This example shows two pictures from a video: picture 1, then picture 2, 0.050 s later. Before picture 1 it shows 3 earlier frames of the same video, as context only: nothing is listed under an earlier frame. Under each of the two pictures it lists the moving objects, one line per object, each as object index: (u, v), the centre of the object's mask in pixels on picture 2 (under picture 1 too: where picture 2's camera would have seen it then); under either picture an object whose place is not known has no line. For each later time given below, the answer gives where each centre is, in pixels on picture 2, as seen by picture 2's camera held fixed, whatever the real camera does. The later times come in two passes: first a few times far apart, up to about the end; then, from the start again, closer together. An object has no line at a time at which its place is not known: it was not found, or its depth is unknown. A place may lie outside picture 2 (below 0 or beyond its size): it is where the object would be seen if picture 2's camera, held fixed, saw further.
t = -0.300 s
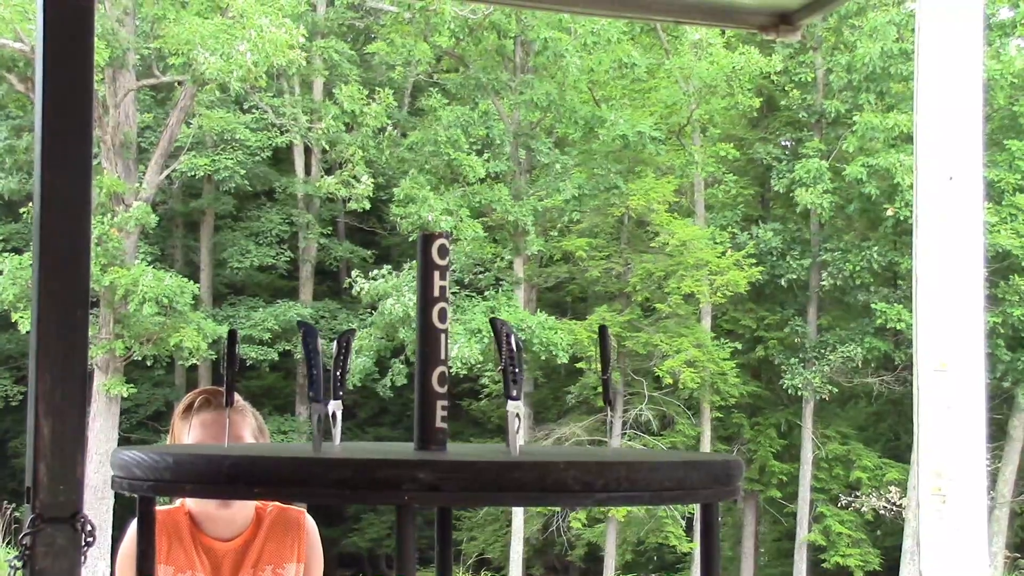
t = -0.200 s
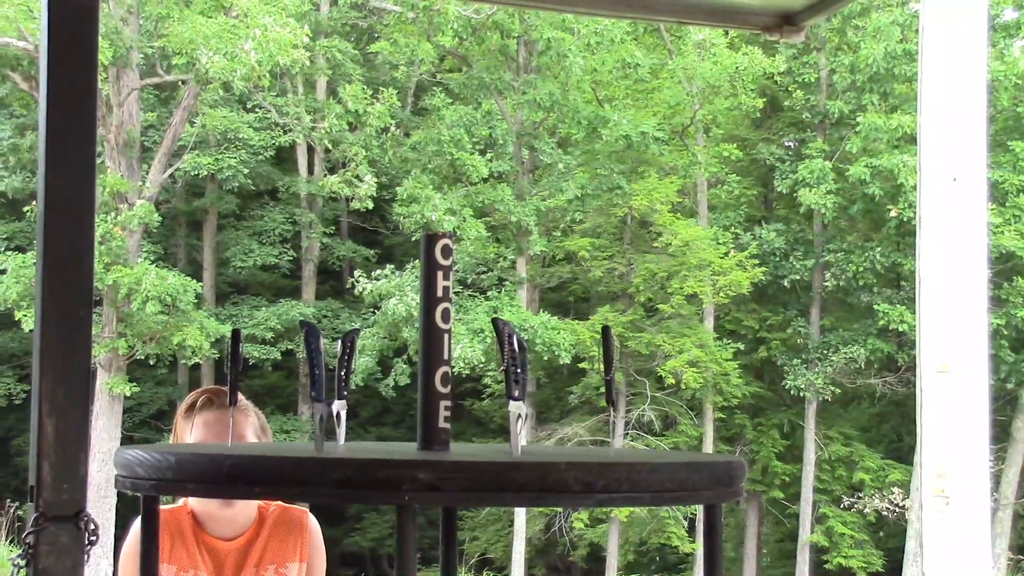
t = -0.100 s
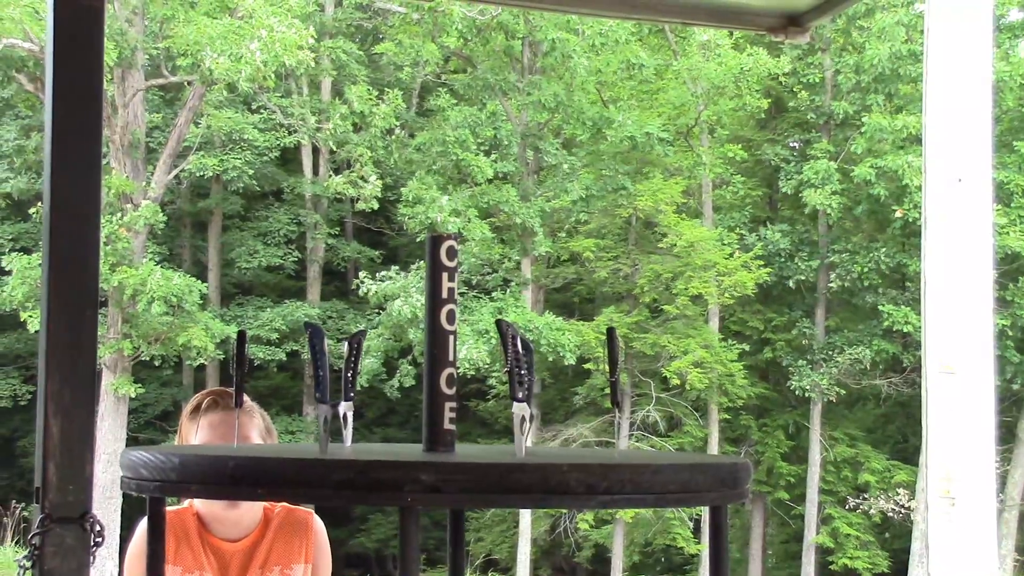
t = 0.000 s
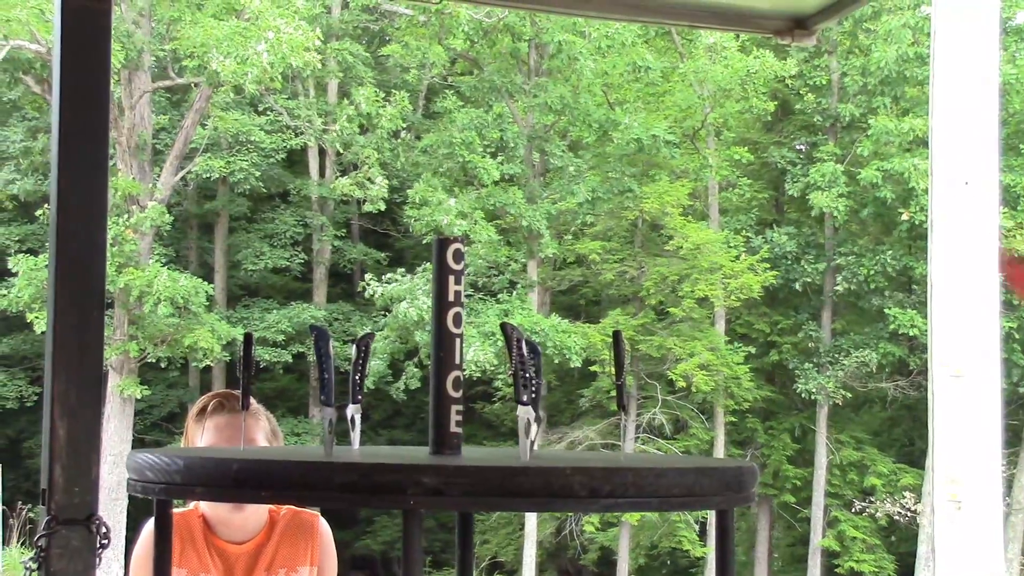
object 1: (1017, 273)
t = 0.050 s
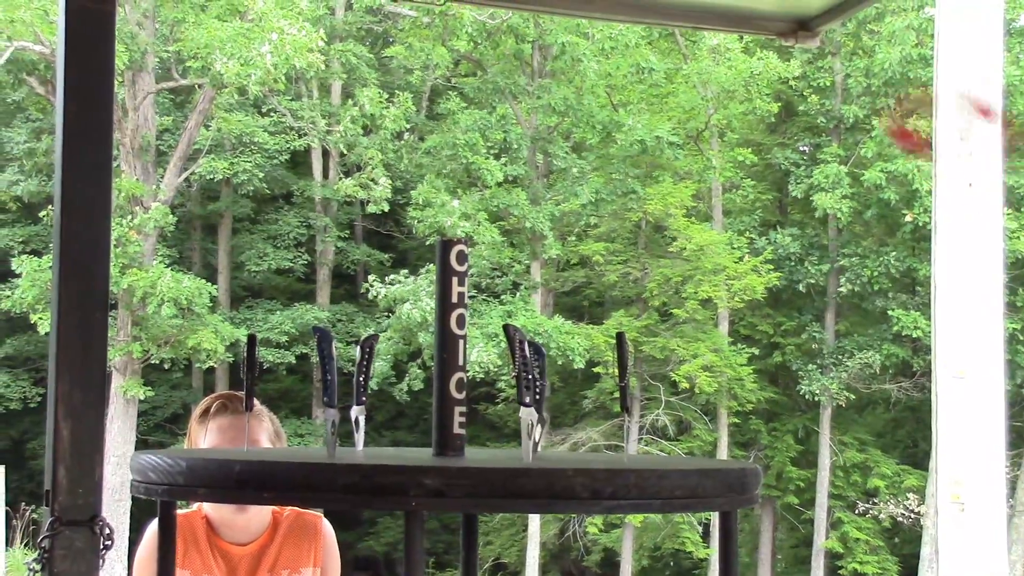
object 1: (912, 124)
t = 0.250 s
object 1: (613, 21)
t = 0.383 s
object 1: (478, 211)
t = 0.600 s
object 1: (560, 371)
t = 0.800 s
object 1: (556, 429)
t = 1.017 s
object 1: (562, 446)
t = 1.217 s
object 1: (557, 446)
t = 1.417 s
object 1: (555, 448)
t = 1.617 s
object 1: (558, 447)
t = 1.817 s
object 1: (564, 448)
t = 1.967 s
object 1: (570, 449)
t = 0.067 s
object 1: (901, 87)
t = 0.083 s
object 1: (874, 60)
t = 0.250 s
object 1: (613, 21)
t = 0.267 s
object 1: (586, 46)
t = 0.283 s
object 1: (572, 57)
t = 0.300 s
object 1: (554, 75)
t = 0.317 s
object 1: (539, 99)
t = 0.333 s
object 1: (522, 125)
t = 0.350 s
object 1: (507, 149)
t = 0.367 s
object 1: (486, 184)
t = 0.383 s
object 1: (478, 211)
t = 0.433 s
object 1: (487, 244)
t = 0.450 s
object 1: (496, 246)
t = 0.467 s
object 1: (499, 259)
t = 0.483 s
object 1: (496, 265)
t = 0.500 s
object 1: (505, 276)
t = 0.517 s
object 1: (513, 288)
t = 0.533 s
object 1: (522, 286)
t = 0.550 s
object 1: (538, 313)
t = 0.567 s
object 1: (545, 350)
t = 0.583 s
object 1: (554, 362)
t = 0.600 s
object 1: (560, 371)
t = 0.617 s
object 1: (568, 382)
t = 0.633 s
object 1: (559, 384)
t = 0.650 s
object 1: (559, 399)
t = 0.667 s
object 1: (548, 414)
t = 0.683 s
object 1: (548, 420)
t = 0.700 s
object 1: (546, 429)
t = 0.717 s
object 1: (549, 432)
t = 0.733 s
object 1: (550, 435)
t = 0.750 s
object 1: (552, 429)
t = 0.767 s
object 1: (553, 427)
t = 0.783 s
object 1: (554, 427)
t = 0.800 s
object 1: (556, 429)
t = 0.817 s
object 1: (556, 429)
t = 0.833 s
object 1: (557, 430)
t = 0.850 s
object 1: (559, 434)
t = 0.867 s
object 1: (560, 440)
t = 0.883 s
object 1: (563, 445)
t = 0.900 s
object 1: (561, 444)
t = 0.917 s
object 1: (562, 441)
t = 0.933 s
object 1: (562, 440)
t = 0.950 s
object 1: (560, 439)
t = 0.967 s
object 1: (559, 439)
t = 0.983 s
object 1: (560, 441)
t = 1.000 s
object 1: (561, 443)
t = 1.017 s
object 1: (562, 446)
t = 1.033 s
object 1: (562, 444)
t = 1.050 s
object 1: (561, 442)
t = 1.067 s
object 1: (559, 441)
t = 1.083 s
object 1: (560, 441)
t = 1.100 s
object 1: (561, 442)
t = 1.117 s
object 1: (562, 445)
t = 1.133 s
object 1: (561, 449)
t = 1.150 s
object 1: (560, 447)
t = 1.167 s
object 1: (557, 445)
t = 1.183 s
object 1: (558, 444)
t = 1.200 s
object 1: (558, 444)
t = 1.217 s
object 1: (557, 446)
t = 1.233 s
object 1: (557, 449)
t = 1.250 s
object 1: (556, 449)
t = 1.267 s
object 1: (557, 448)
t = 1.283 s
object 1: (557, 446)
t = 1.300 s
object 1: (556, 446)
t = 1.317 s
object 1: (556, 447)
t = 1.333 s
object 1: (557, 448)
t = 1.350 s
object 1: (555, 448)
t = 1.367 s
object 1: (557, 446)
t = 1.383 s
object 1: (556, 446)
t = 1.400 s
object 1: (556, 447)
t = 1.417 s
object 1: (555, 448)
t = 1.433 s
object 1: (556, 447)
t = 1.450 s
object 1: (556, 446)
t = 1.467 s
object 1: (556, 447)
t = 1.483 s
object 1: (556, 449)
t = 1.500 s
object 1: (556, 448)
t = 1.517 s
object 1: (556, 448)
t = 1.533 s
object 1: (556, 448)
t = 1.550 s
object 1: (556, 449)
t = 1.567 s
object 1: (556, 448)
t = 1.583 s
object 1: (556, 447)
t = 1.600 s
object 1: (557, 447)
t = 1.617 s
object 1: (558, 447)
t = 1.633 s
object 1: (558, 448)
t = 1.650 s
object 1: (558, 448)
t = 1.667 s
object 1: (559, 448)
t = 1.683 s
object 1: (559, 448)
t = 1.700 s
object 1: (560, 448)
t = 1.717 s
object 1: (561, 448)
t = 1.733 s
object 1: (561, 448)
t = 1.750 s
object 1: (562, 448)
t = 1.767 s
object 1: (562, 448)
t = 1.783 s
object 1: (563, 448)
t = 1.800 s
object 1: (564, 448)
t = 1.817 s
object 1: (564, 448)
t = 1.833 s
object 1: (564, 448)
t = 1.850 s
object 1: (564, 448)
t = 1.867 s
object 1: (565, 449)
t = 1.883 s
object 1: (566, 449)
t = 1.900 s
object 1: (567, 449)
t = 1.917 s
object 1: (568, 449)
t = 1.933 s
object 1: (568, 449)
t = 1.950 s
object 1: (569, 449)
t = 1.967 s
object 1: (570, 449)
